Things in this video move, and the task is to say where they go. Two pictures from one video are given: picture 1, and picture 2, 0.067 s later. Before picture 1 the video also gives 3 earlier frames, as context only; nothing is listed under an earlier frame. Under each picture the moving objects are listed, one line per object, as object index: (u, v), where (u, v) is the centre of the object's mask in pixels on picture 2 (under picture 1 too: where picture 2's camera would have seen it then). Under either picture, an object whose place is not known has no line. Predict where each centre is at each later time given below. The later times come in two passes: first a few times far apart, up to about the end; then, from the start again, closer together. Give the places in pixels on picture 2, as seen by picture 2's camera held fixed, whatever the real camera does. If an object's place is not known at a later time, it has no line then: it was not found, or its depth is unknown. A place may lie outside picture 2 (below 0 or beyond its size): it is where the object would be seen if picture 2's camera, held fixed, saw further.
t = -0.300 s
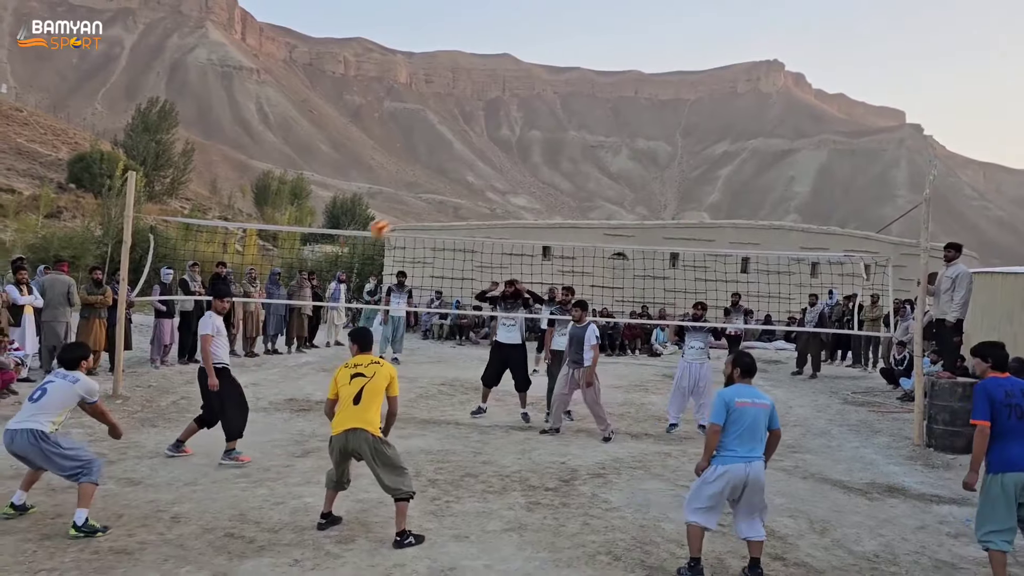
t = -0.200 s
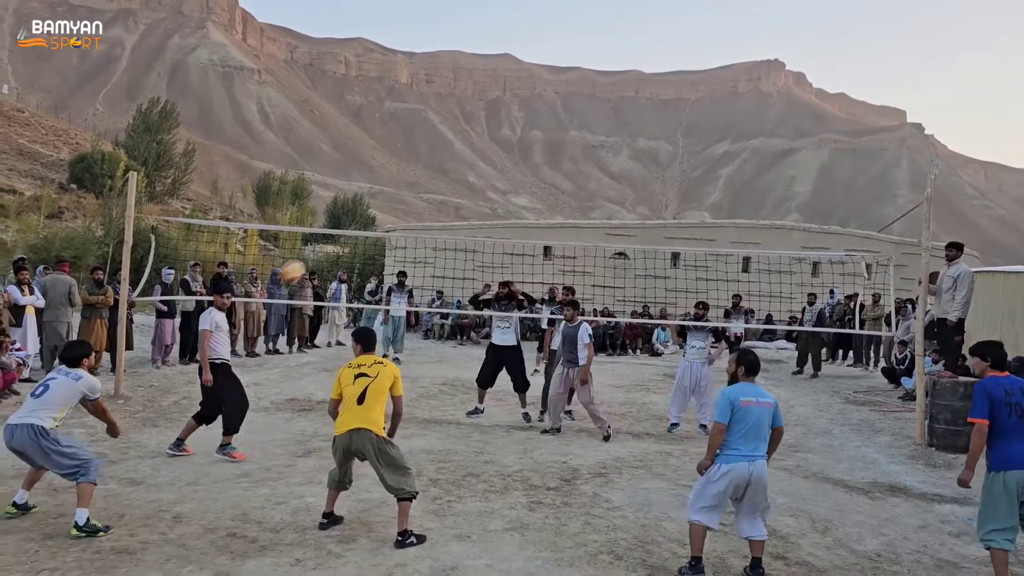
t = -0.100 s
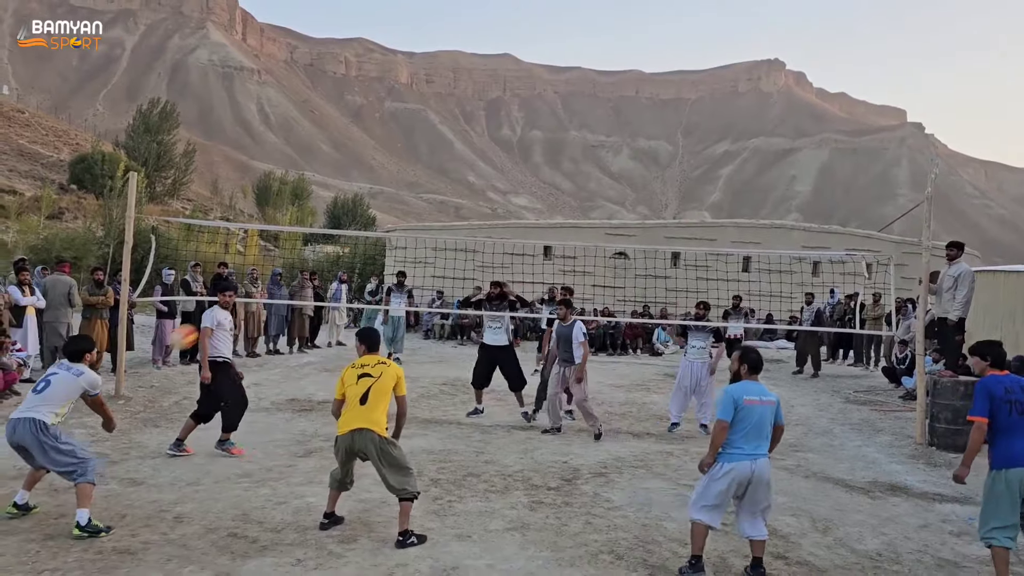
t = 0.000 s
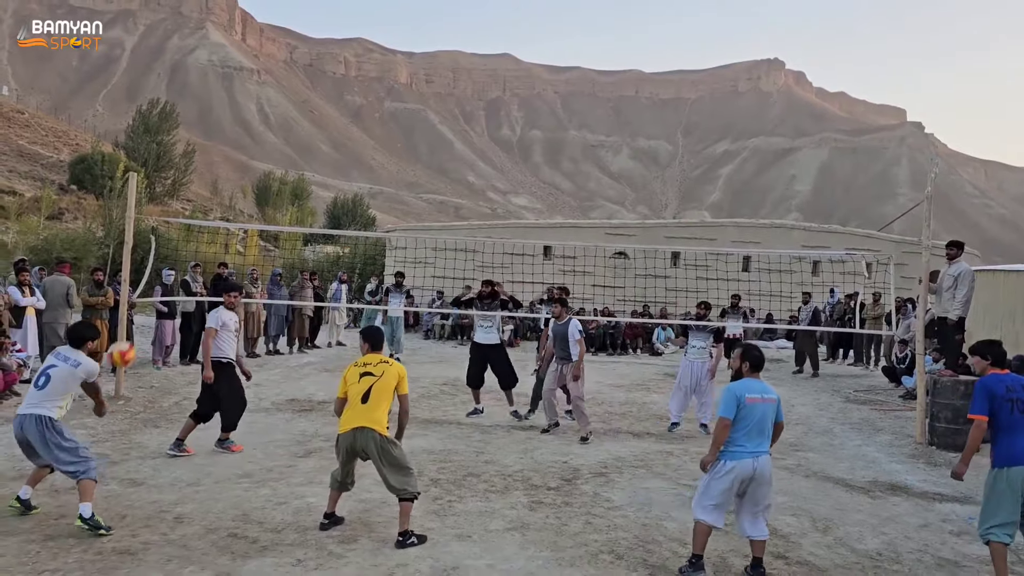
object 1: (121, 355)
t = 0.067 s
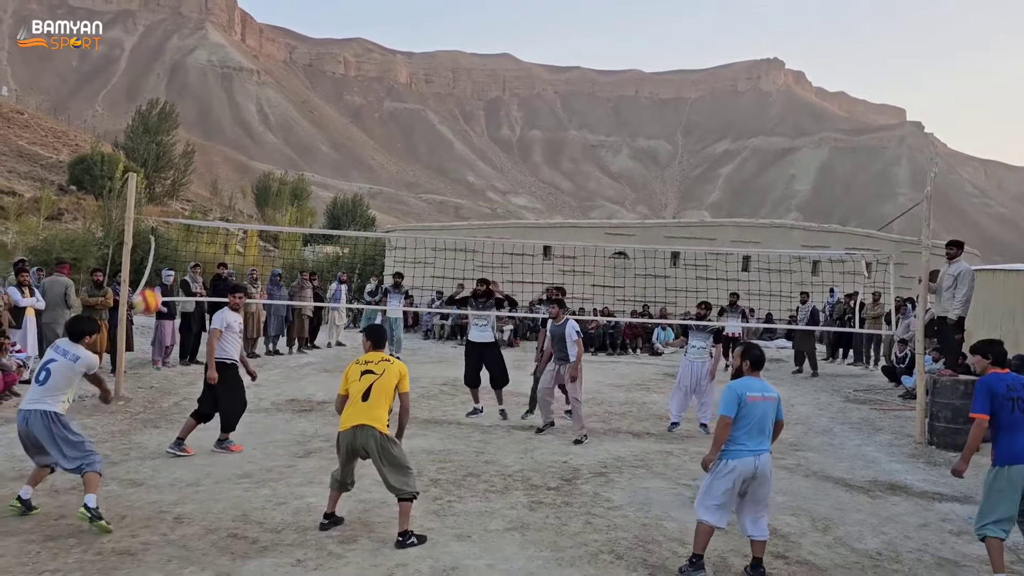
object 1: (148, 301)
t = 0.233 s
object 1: (210, 199)
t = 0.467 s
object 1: (282, 125)
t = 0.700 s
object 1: (344, 110)
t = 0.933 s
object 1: (395, 146)
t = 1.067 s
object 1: (420, 187)
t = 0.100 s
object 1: (161, 277)
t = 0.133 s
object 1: (173, 255)
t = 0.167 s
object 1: (185, 235)
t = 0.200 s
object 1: (197, 218)
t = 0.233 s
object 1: (210, 199)
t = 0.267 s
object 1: (220, 185)
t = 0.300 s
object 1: (231, 171)
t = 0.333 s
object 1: (242, 158)
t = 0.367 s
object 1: (253, 148)
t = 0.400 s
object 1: (263, 139)
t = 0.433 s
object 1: (272, 131)
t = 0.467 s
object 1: (282, 125)
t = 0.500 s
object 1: (292, 119)
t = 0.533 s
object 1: (301, 114)
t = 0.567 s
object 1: (310, 111)
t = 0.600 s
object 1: (319, 109)
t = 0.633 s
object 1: (328, 108)
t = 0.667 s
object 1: (335, 108)
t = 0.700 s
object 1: (344, 110)
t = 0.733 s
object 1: (351, 113)
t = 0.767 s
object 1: (360, 115)
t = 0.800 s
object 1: (366, 120)
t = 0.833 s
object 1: (374, 125)
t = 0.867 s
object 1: (381, 131)
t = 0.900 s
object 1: (389, 138)
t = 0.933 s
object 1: (395, 146)
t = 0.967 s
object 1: (401, 155)
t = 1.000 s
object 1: (407, 165)
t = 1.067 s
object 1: (420, 187)
